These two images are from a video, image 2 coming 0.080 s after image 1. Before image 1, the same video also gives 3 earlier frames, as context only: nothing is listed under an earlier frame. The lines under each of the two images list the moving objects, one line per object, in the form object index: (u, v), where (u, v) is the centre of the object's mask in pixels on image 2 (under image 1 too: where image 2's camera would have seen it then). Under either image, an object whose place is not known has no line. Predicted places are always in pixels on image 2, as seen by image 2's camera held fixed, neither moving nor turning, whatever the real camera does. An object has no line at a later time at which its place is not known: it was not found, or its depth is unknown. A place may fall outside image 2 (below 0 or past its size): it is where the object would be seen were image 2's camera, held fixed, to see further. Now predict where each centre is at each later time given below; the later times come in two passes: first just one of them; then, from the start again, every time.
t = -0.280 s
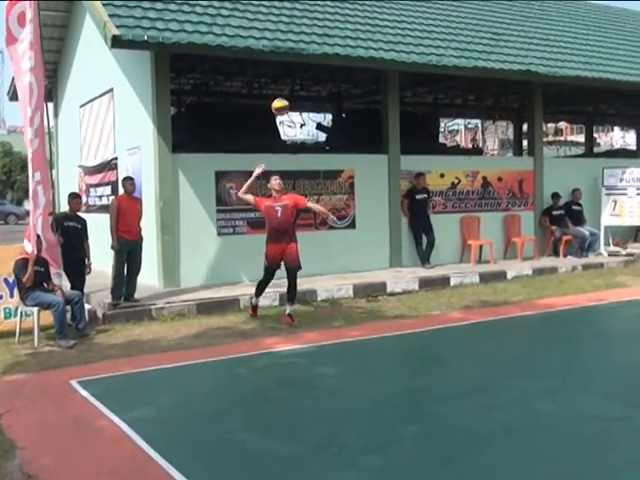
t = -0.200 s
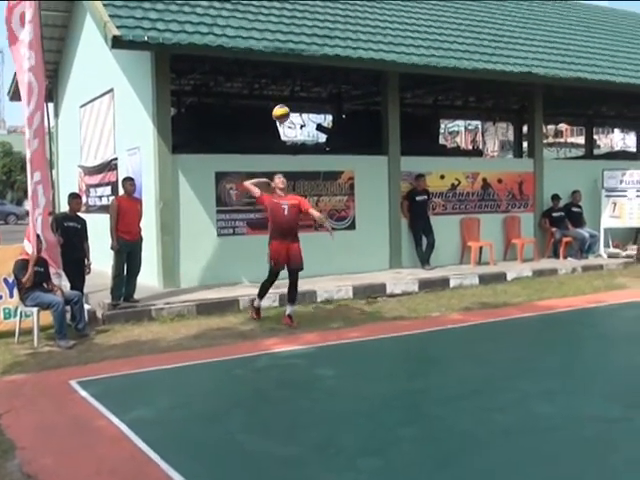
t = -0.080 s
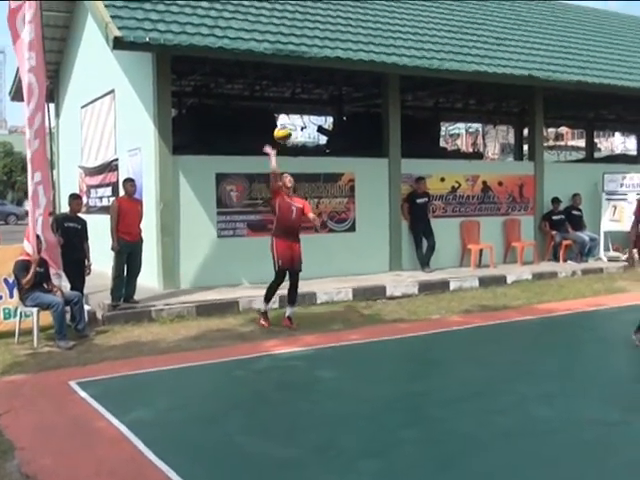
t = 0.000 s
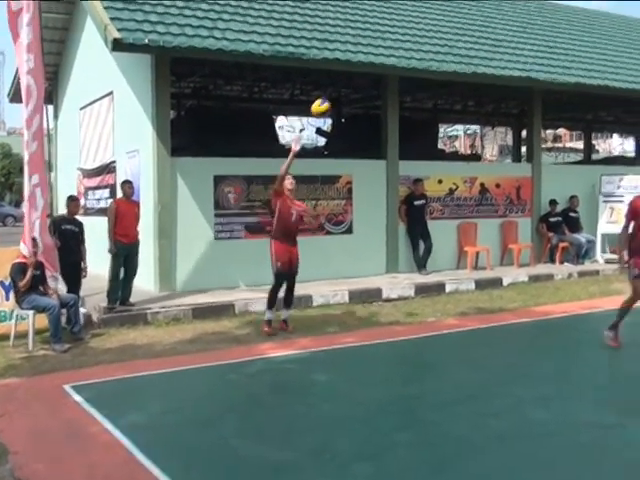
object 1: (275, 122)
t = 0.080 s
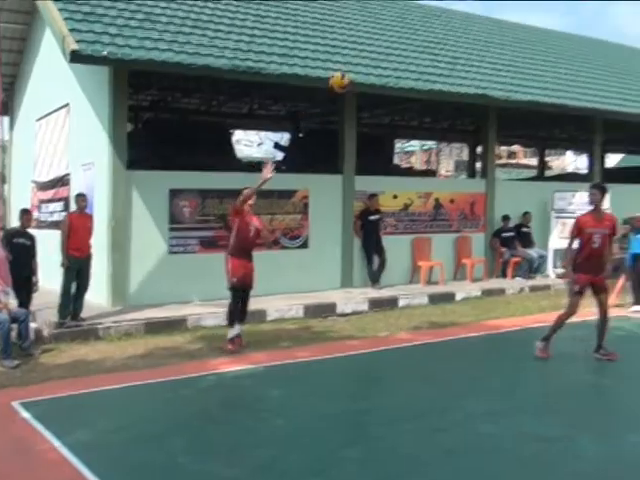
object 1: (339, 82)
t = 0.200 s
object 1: (453, 18)
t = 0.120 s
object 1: (375, 60)
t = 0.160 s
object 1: (412, 39)
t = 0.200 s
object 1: (453, 18)
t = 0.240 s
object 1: (499, -3)
